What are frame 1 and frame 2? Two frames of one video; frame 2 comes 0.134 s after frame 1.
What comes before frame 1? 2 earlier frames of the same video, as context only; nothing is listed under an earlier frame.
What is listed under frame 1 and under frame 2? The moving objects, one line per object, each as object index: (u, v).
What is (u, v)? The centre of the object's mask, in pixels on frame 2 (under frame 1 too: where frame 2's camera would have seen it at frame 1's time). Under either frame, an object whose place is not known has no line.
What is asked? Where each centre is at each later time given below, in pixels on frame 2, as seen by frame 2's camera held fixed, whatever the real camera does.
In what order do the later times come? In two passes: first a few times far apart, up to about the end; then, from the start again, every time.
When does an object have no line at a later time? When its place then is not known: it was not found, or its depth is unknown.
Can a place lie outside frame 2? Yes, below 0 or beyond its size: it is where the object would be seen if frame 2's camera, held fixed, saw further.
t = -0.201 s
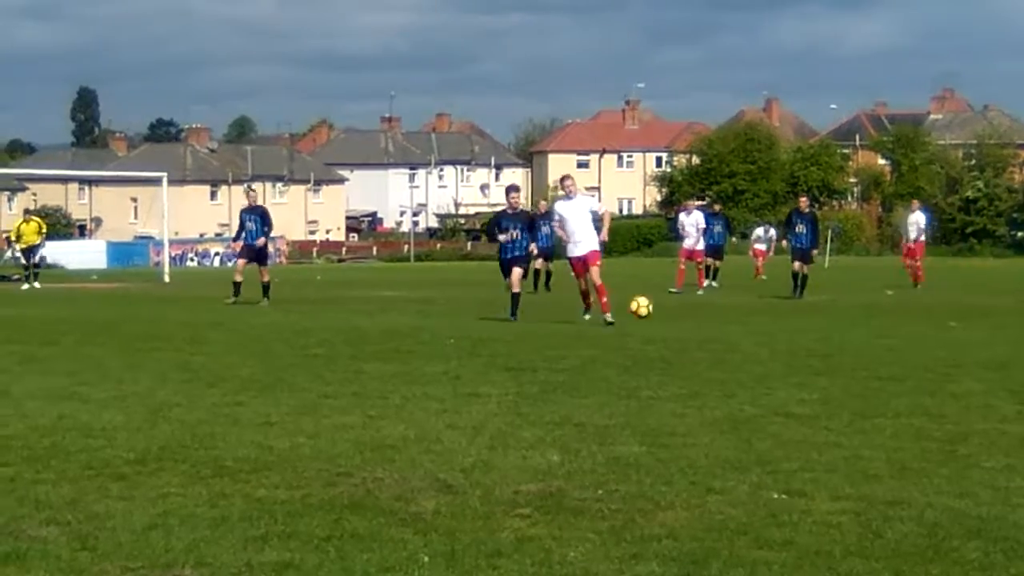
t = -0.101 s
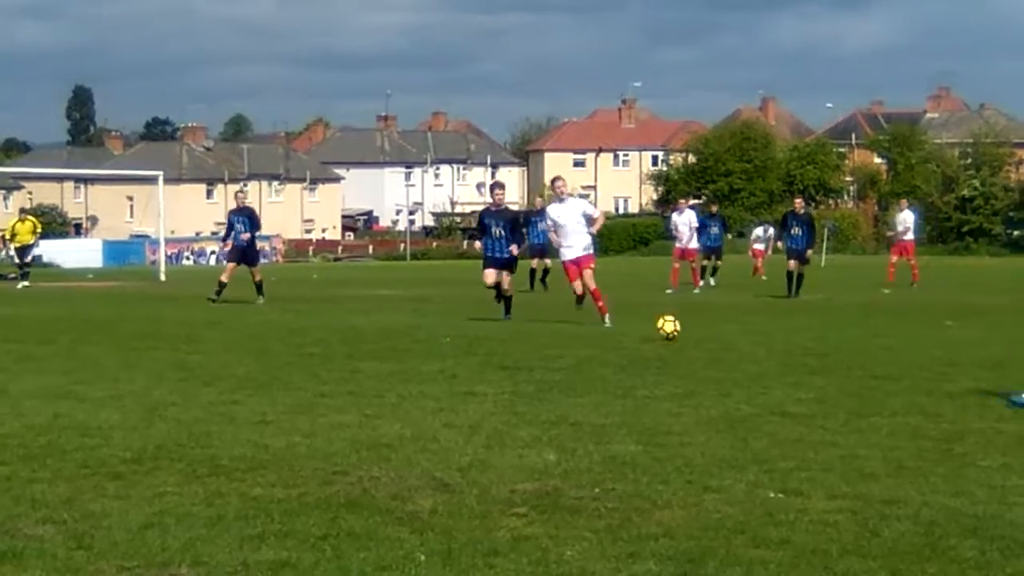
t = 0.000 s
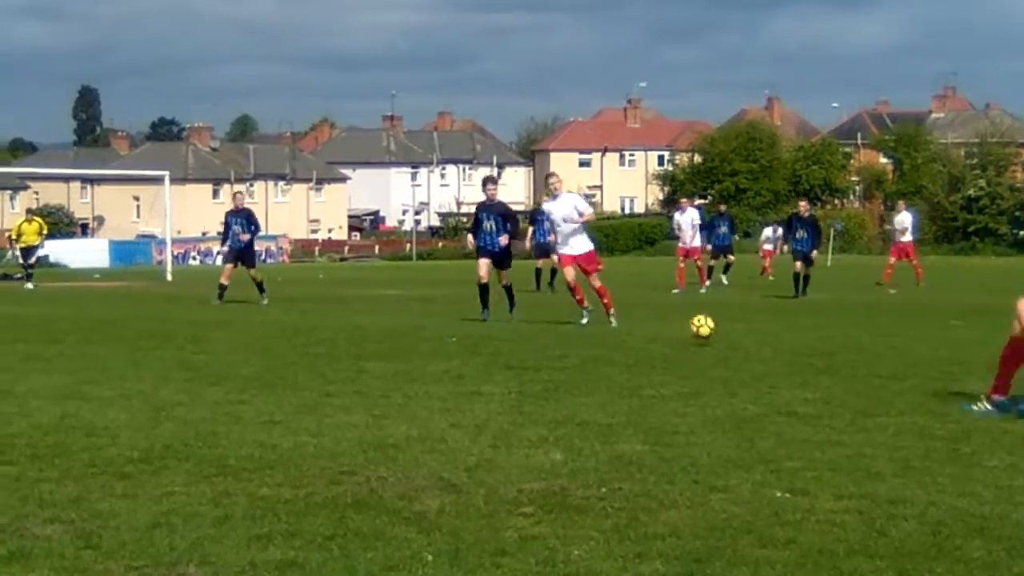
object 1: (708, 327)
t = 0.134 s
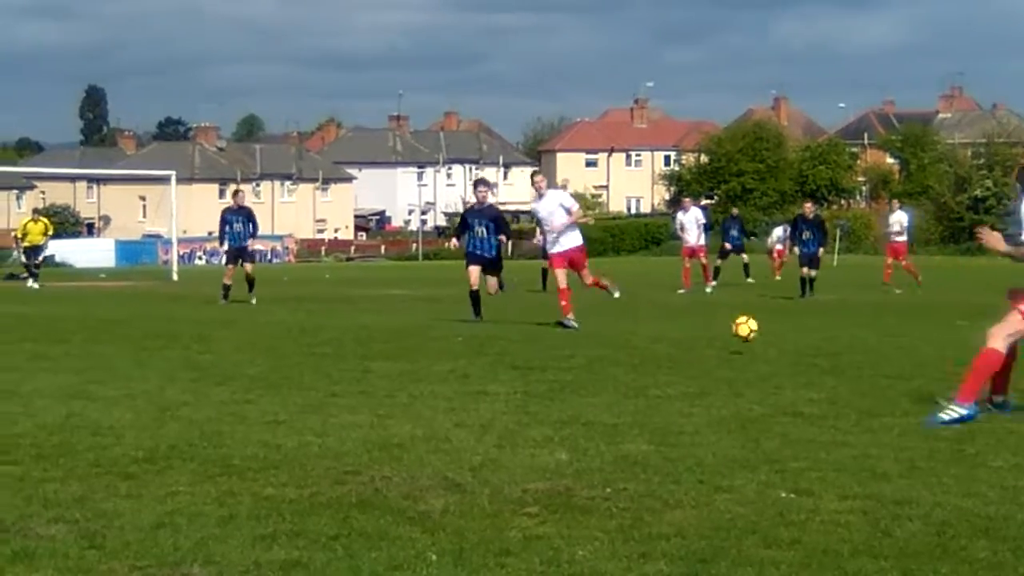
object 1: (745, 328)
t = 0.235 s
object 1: (777, 346)
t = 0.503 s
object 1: (854, 353)
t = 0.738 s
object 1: (929, 358)
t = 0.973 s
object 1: (1017, 379)
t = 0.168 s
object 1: (755, 332)
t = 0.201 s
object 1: (766, 338)
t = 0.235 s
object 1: (777, 346)
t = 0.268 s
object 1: (787, 347)
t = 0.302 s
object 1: (796, 346)
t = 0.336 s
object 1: (805, 342)
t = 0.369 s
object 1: (814, 341)
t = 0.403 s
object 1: (823, 341)
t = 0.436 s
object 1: (833, 343)
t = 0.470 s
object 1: (844, 348)
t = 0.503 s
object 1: (854, 353)
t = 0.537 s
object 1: (864, 361)
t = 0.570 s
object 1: (875, 360)
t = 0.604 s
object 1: (885, 357)
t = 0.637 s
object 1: (895, 354)
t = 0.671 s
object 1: (906, 354)
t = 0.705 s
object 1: (917, 356)
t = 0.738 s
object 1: (929, 358)
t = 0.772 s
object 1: (941, 365)
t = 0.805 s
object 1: (953, 373)
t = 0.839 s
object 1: (965, 380)
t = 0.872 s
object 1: (978, 377)
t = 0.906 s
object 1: (989, 377)
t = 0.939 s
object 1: (1003, 377)
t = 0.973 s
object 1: (1017, 379)
